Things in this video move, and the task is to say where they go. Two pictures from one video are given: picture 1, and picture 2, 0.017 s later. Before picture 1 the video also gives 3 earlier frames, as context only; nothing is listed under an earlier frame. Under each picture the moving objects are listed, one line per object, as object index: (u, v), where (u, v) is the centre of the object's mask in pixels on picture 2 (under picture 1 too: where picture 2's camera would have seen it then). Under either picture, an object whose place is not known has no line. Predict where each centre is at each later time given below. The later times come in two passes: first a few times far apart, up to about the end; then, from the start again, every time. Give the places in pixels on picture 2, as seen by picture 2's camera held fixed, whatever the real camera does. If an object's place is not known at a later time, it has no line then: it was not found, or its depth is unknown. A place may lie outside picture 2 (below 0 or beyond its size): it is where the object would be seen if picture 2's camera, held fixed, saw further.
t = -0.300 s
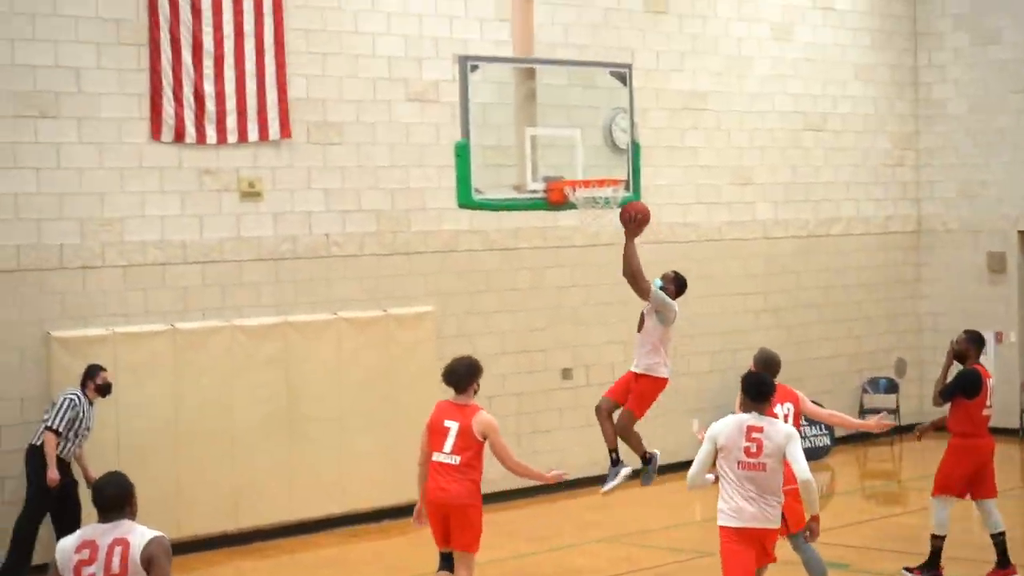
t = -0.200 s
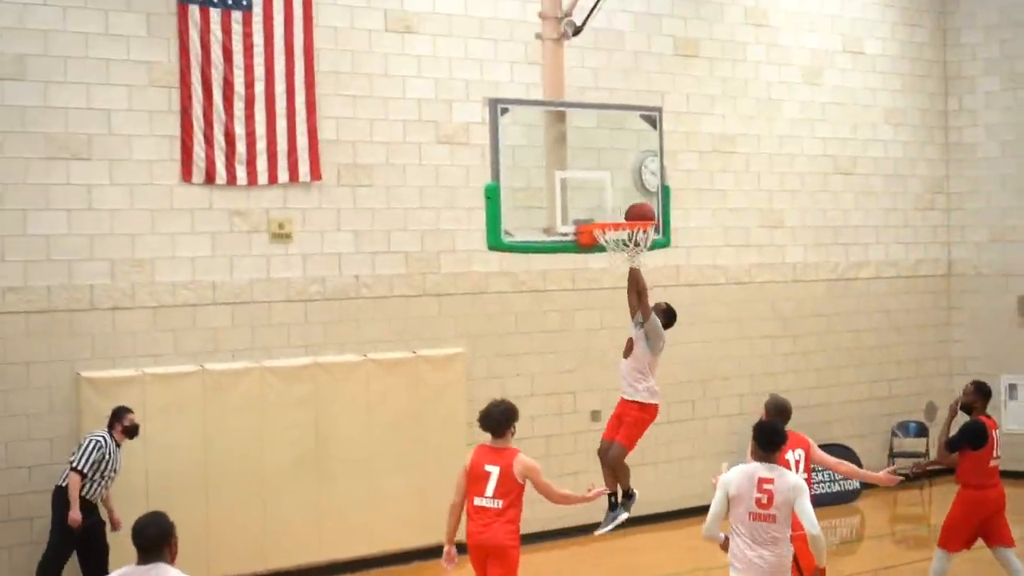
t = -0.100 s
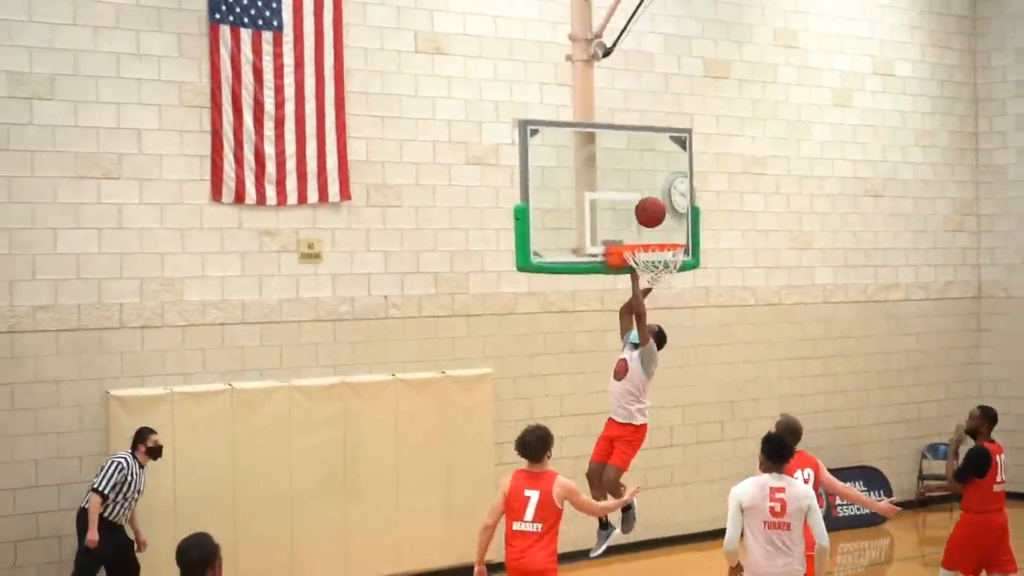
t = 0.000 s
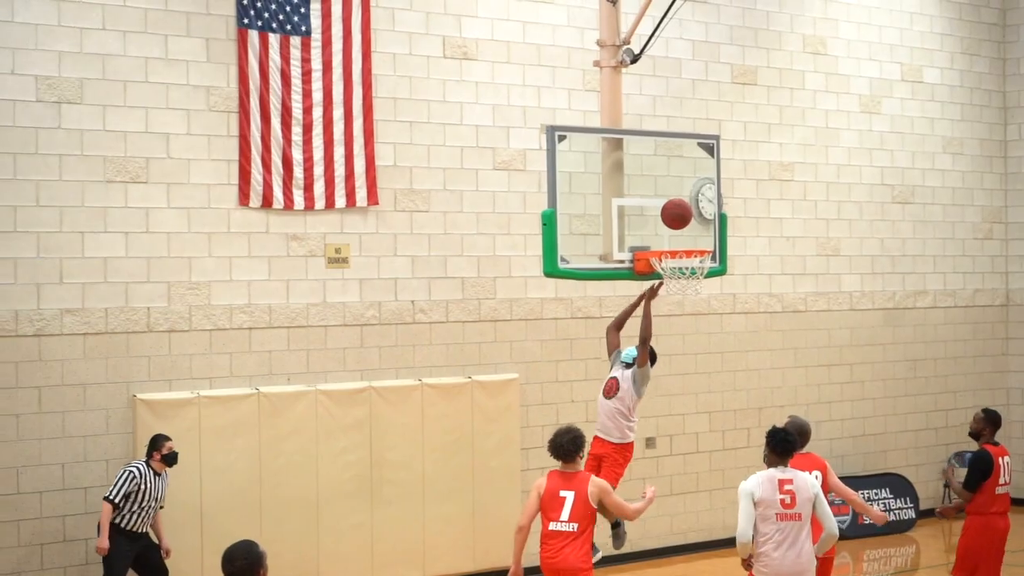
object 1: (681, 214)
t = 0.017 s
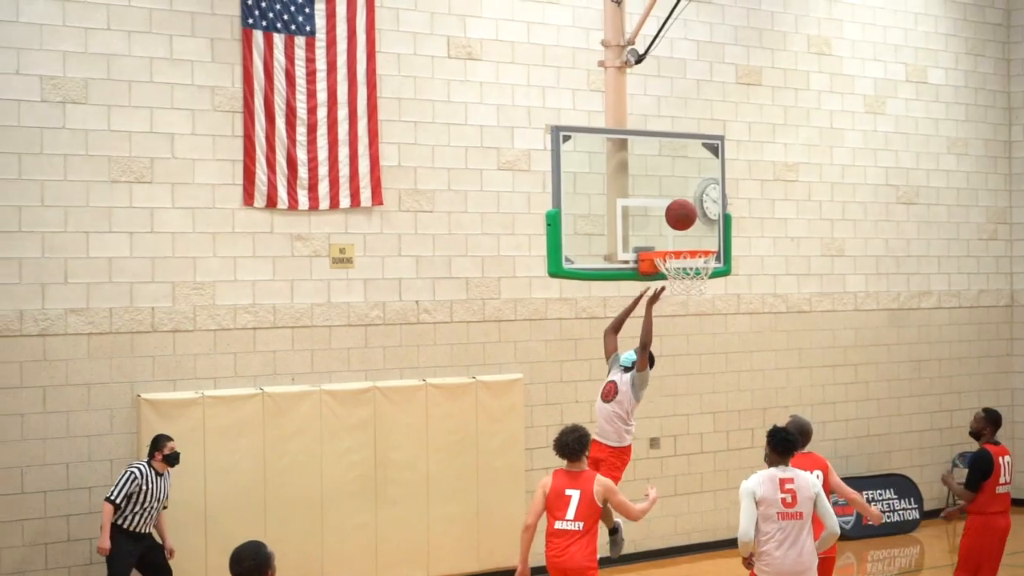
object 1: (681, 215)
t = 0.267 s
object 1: (680, 266)
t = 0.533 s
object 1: (695, 302)
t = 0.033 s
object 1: (681, 215)
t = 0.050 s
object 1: (680, 217)
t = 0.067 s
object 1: (680, 218)
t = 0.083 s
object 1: (680, 220)
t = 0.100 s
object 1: (680, 222)
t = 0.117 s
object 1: (680, 225)
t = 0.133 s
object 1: (680, 228)
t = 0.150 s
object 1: (680, 232)
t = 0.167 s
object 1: (680, 235)
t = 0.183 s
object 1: (680, 237)
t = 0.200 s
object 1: (680, 240)
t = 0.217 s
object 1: (679, 248)
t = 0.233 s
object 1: (680, 254)
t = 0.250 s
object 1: (680, 260)
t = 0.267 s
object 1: (680, 266)
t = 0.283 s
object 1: (679, 269)
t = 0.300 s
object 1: (680, 272)
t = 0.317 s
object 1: (681, 274)
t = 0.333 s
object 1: (682, 276)
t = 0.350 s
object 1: (683, 277)
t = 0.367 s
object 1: (684, 278)
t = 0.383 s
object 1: (685, 279)
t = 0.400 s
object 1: (687, 286)
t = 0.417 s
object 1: (689, 290)
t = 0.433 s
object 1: (690, 290)
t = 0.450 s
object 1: (691, 291)
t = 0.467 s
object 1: (691, 293)
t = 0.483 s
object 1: (692, 295)
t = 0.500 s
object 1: (693, 297)
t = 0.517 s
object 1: (694, 300)
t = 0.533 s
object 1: (695, 302)
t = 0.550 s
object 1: (696, 305)
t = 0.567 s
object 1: (697, 309)
